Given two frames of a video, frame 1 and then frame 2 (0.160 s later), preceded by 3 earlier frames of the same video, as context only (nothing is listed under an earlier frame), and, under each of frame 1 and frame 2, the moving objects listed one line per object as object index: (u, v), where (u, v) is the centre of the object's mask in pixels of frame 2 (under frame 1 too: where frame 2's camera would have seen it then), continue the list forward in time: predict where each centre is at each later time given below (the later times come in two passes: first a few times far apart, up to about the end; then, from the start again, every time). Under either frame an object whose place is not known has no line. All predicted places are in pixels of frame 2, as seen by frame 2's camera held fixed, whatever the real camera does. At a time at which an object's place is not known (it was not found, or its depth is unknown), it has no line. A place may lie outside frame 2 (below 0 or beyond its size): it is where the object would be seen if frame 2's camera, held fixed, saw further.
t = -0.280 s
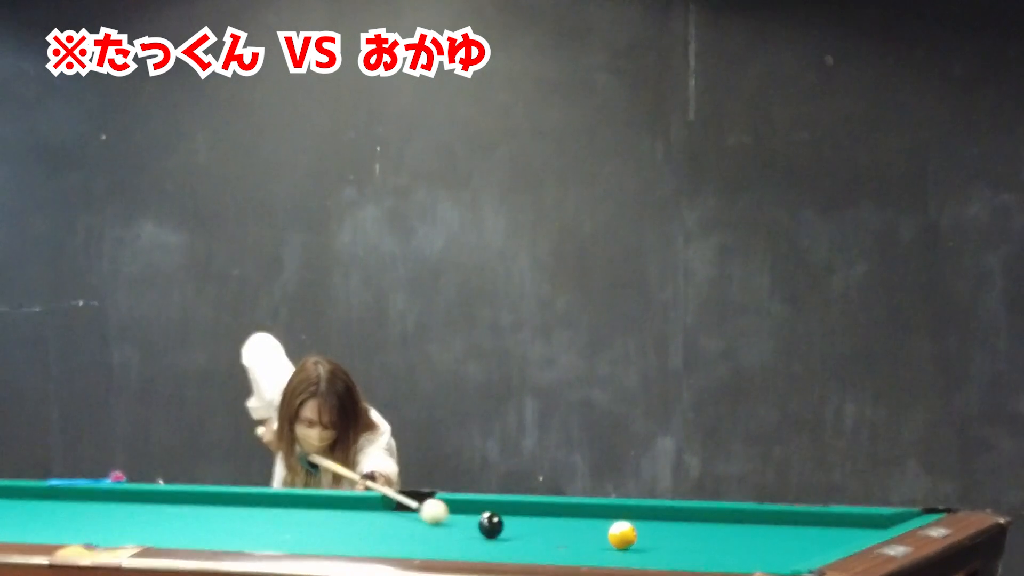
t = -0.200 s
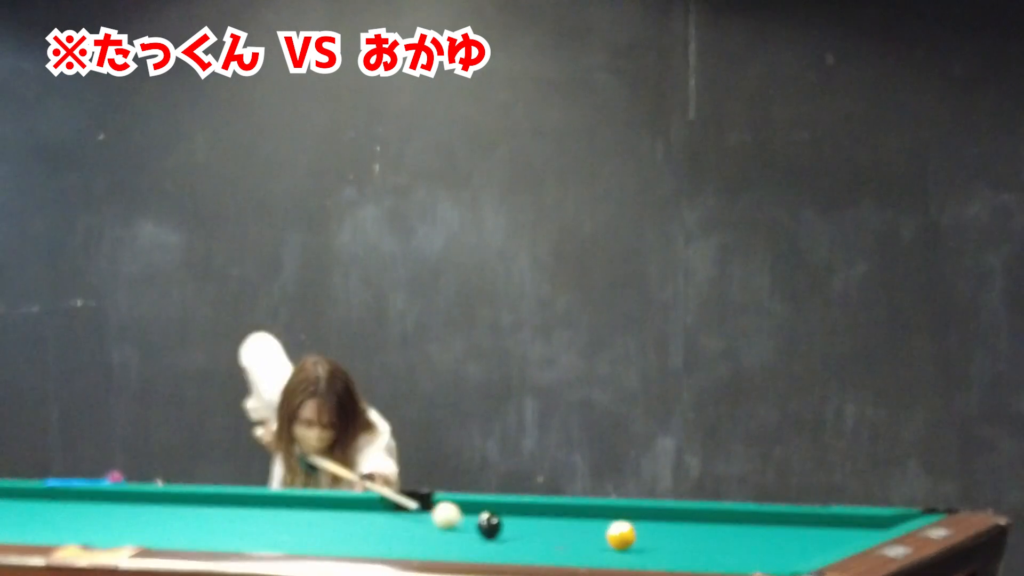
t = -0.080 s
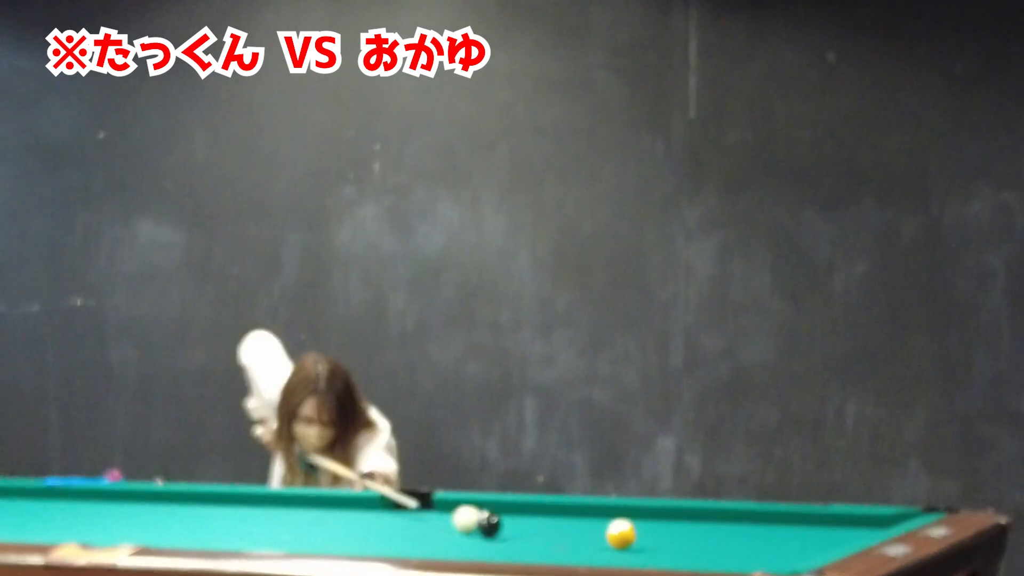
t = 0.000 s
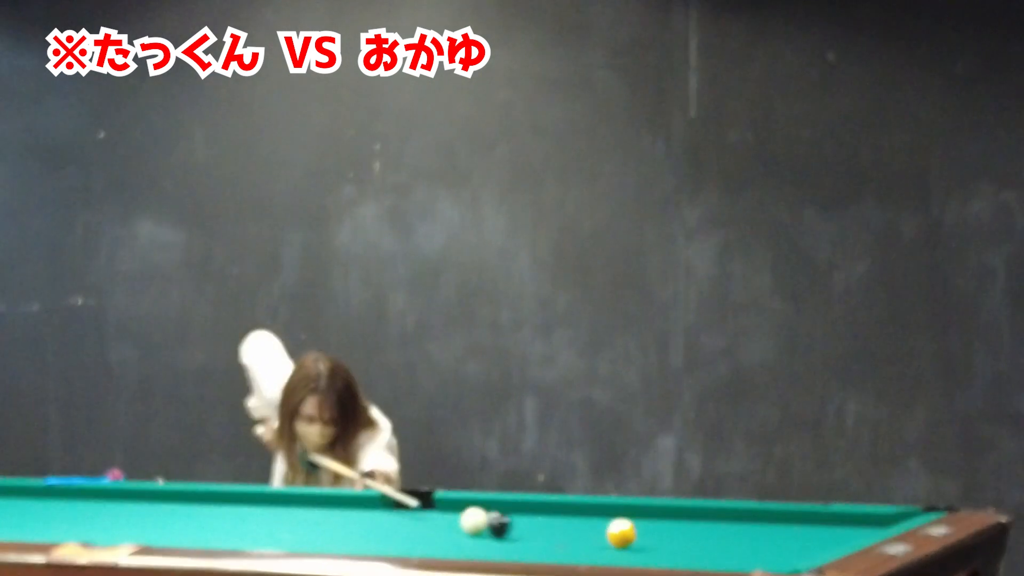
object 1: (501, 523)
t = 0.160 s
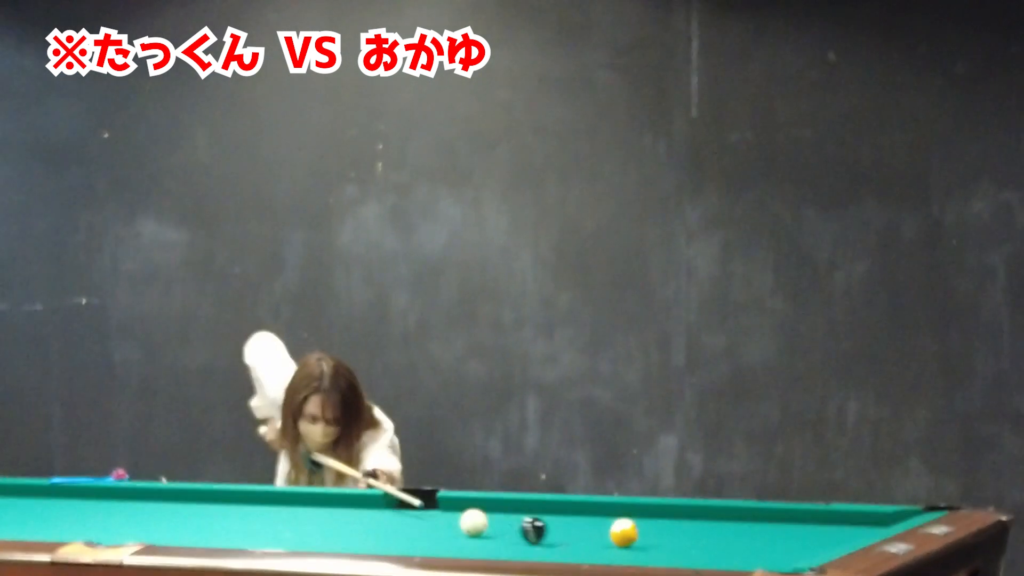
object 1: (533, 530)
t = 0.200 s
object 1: (540, 531)
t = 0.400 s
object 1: (577, 537)
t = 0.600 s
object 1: (614, 543)
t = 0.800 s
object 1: (653, 549)
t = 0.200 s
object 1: (540, 531)
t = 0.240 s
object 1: (548, 532)
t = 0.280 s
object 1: (555, 533)
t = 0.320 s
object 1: (562, 534)
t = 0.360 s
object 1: (569, 536)
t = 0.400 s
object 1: (577, 537)
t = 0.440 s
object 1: (584, 538)
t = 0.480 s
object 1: (591, 540)
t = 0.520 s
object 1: (599, 541)
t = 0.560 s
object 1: (606, 542)
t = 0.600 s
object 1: (614, 543)
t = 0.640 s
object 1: (622, 545)
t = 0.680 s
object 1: (629, 546)
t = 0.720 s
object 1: (637, 547)
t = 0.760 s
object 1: (646, 548)
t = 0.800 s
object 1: (653, 549)
